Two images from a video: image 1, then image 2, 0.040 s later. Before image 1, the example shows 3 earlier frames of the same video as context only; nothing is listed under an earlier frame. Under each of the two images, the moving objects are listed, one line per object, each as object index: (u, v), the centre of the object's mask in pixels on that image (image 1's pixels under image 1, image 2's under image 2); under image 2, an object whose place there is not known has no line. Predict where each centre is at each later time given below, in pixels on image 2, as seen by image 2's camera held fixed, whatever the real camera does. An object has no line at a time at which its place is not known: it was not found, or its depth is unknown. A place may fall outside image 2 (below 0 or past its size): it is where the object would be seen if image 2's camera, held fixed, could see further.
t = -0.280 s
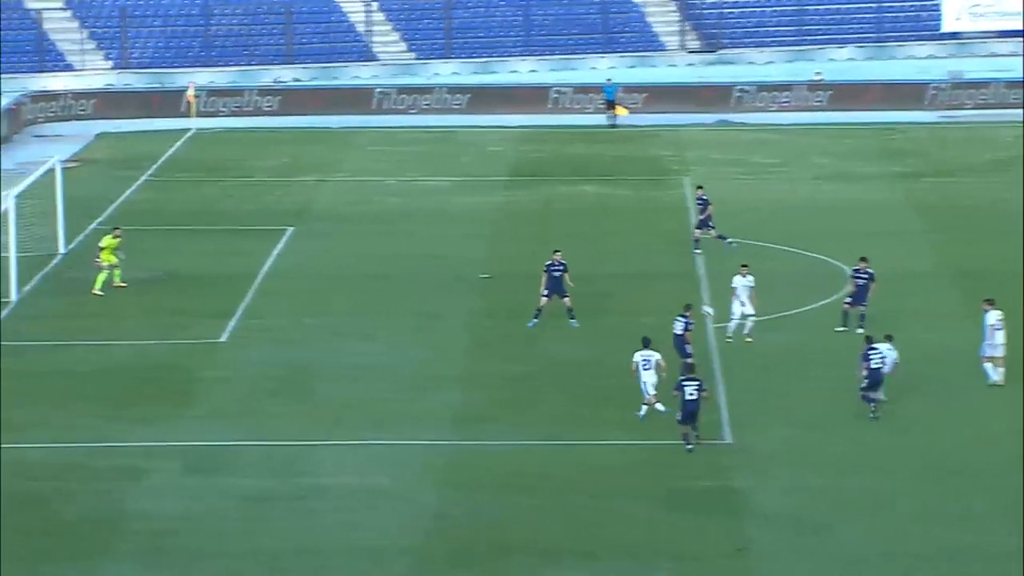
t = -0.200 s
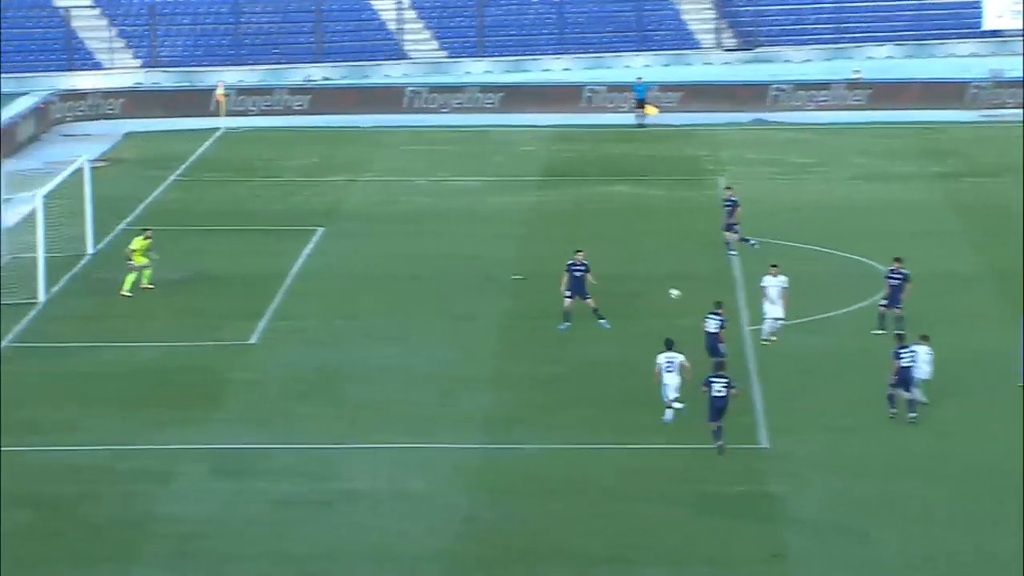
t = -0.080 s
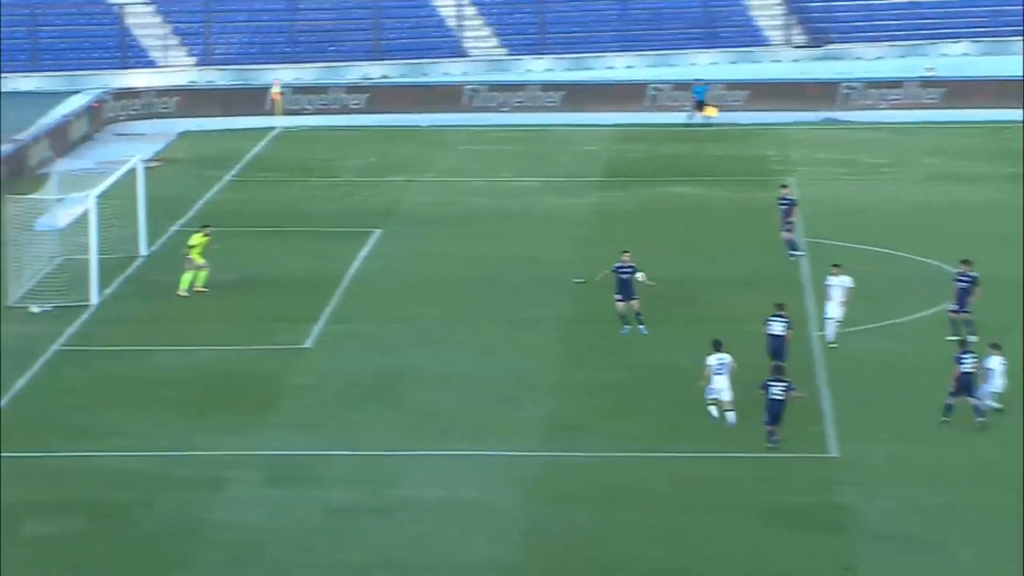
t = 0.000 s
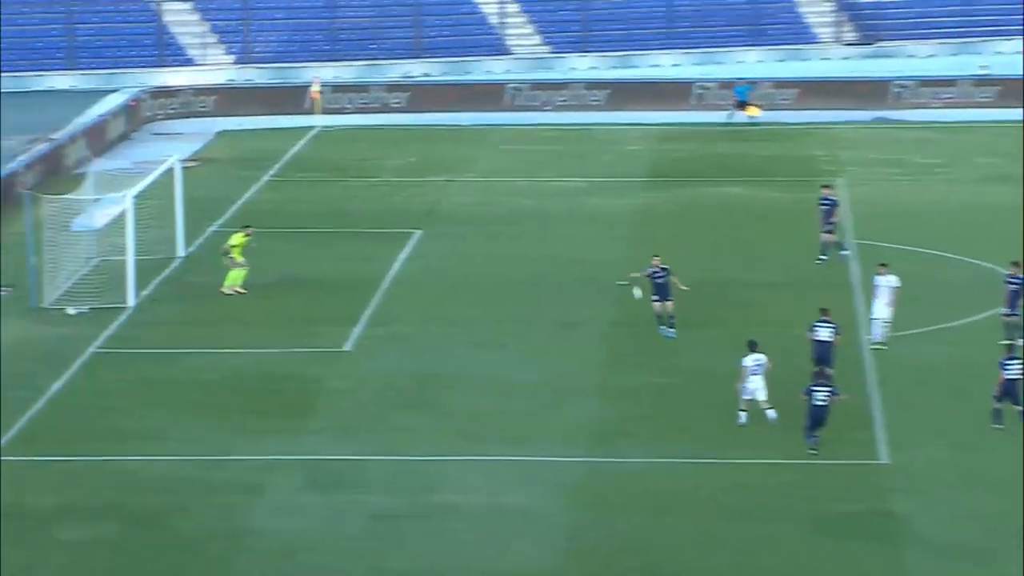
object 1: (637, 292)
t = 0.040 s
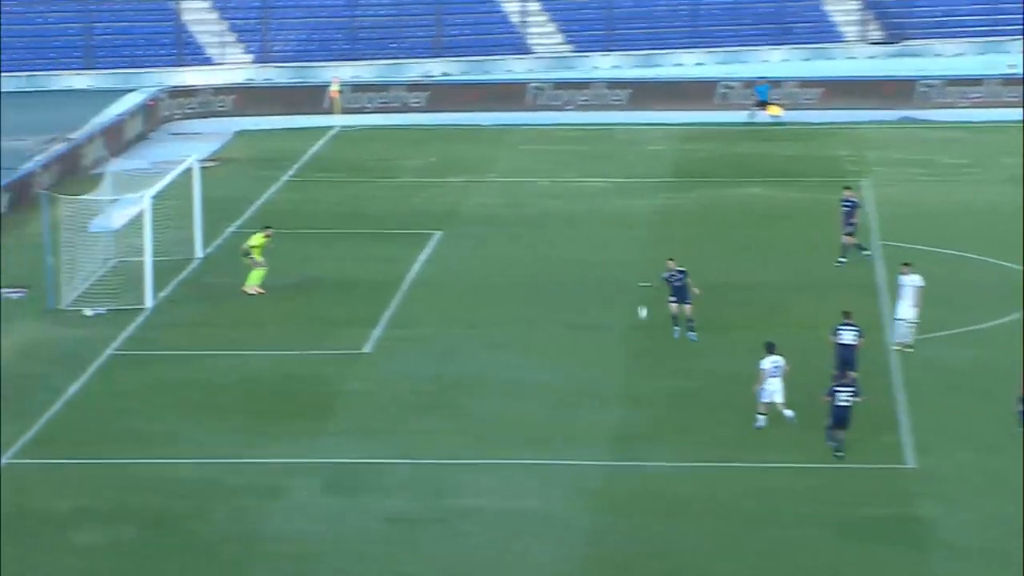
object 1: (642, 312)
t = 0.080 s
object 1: (626, 331)
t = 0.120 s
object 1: (612, 336)
